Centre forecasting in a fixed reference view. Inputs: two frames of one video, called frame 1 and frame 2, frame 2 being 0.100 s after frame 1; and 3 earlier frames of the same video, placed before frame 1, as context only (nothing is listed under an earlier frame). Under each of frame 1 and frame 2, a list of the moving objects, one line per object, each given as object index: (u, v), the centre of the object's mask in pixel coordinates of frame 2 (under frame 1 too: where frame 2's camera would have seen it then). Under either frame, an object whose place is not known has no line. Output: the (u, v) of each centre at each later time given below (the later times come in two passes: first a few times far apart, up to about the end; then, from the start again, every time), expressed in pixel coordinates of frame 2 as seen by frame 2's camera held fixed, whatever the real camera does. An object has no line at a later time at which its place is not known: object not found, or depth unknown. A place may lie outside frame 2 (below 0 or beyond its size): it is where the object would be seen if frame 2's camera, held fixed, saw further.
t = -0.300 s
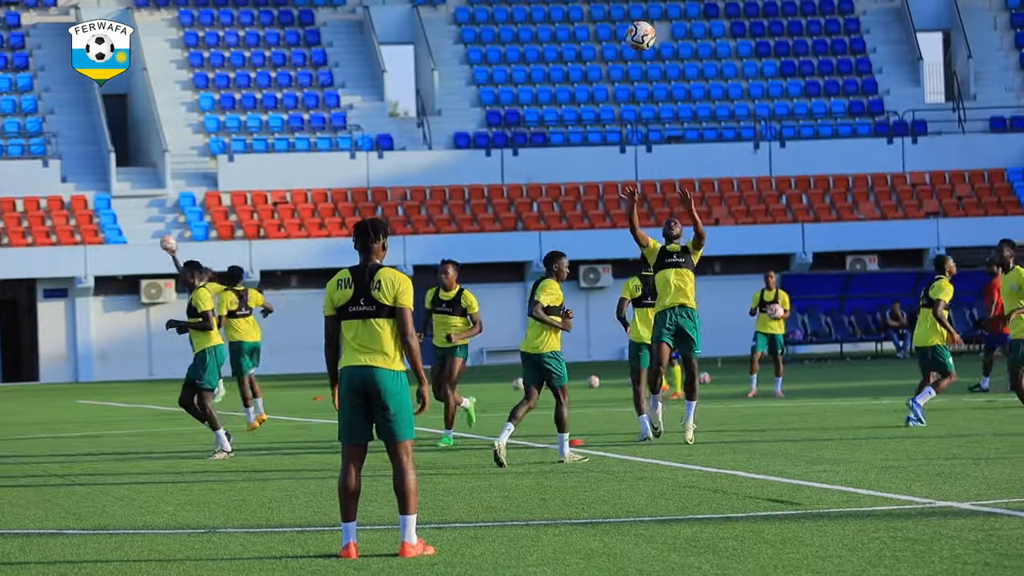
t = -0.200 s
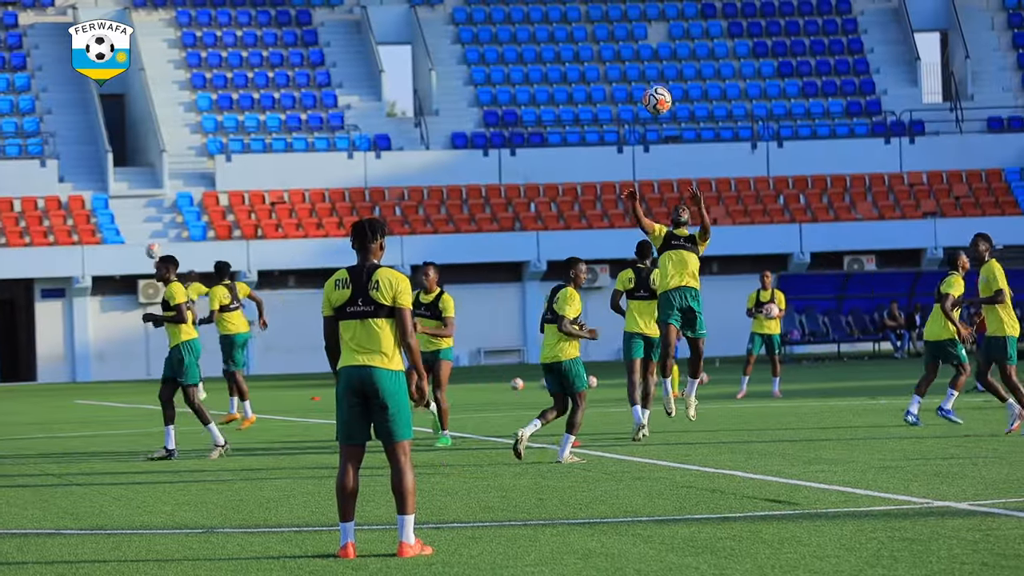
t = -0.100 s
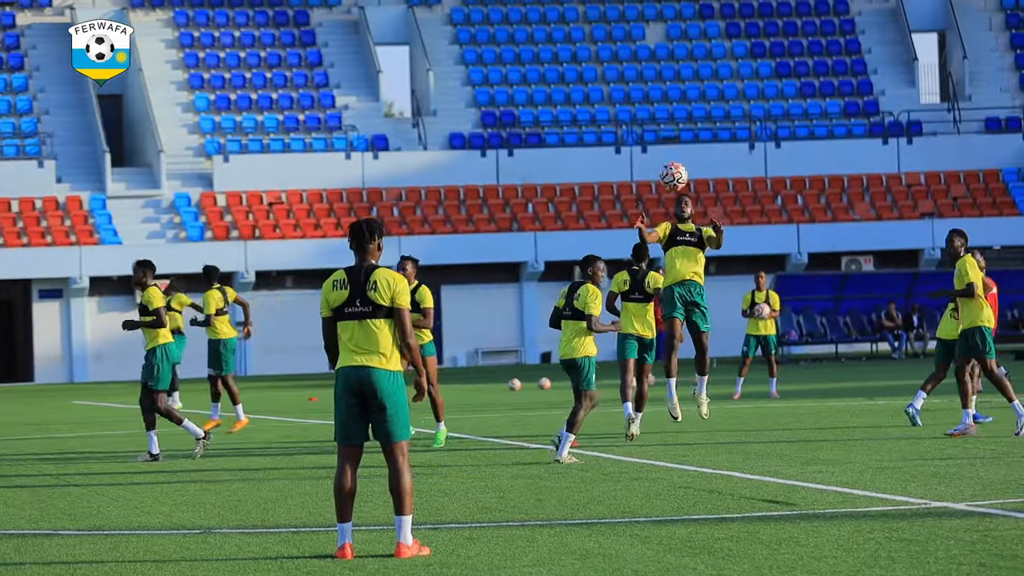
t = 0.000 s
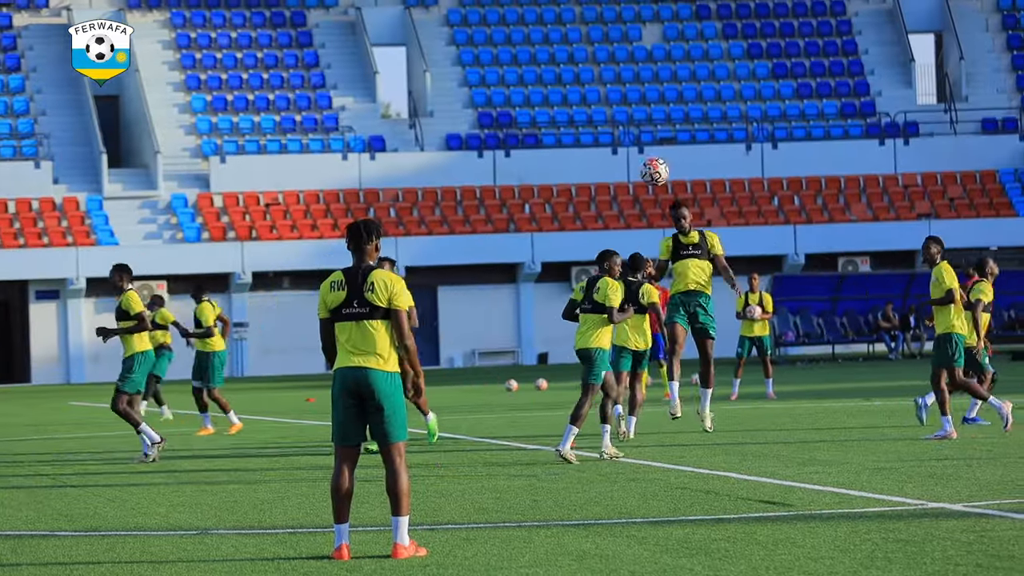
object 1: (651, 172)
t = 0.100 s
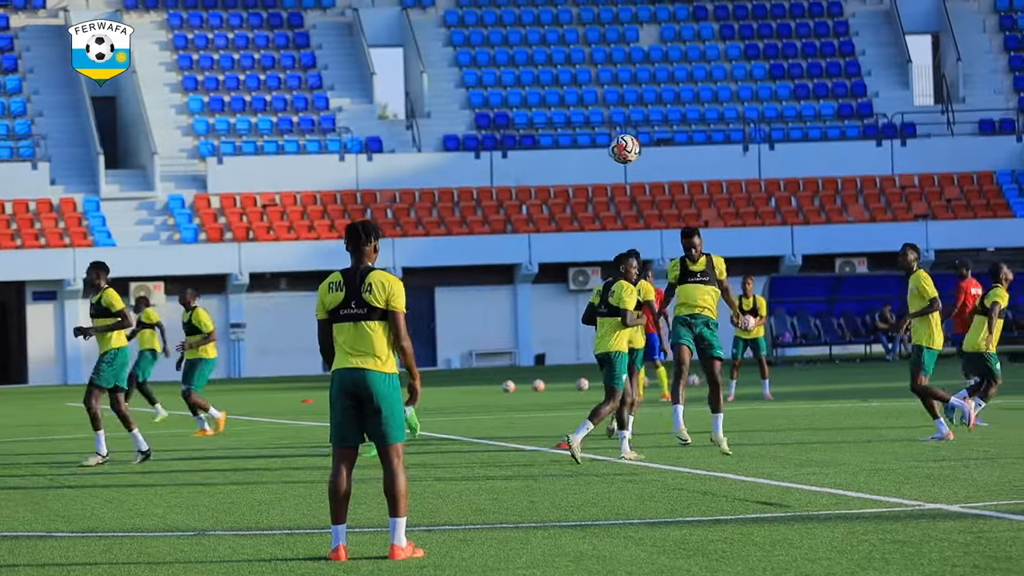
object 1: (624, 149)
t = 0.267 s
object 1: (578, 136)
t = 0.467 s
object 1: (518, 171)
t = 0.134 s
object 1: (616, 144)
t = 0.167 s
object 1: (606, 140)
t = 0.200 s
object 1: (597, 137)
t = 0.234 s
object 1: (587, 136)
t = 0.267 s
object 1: (578, 136)
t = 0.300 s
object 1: (568, 138)
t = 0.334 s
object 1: (558, 141)
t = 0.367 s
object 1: (548, 146)
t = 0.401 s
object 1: (538, 152)
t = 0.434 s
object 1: (528, 161)
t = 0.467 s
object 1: (518, 171)
